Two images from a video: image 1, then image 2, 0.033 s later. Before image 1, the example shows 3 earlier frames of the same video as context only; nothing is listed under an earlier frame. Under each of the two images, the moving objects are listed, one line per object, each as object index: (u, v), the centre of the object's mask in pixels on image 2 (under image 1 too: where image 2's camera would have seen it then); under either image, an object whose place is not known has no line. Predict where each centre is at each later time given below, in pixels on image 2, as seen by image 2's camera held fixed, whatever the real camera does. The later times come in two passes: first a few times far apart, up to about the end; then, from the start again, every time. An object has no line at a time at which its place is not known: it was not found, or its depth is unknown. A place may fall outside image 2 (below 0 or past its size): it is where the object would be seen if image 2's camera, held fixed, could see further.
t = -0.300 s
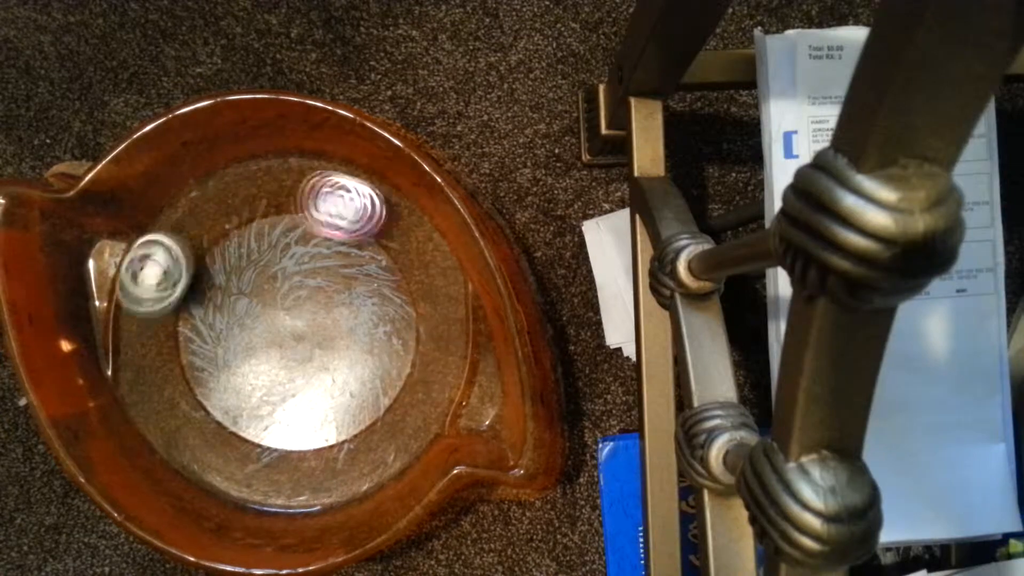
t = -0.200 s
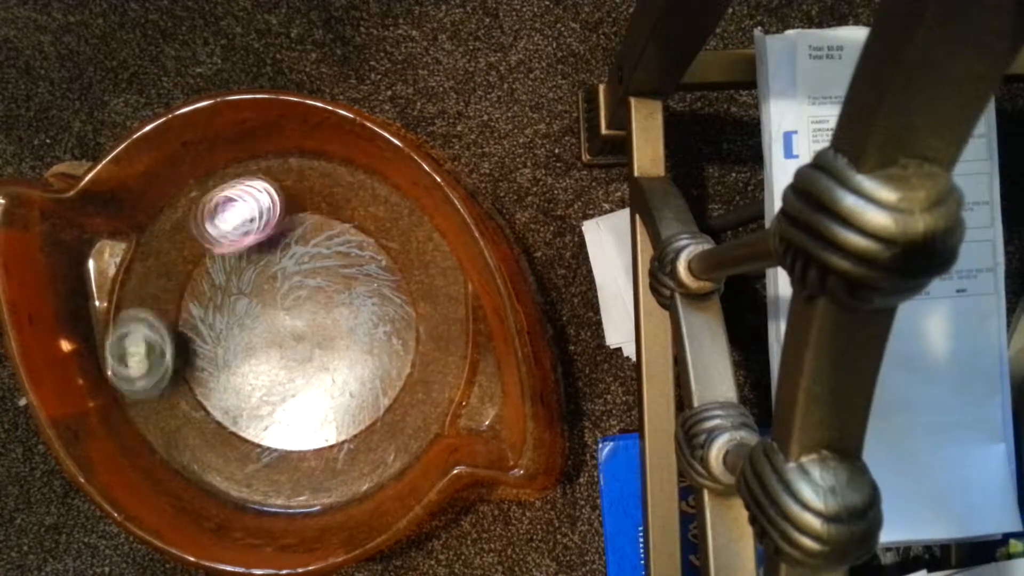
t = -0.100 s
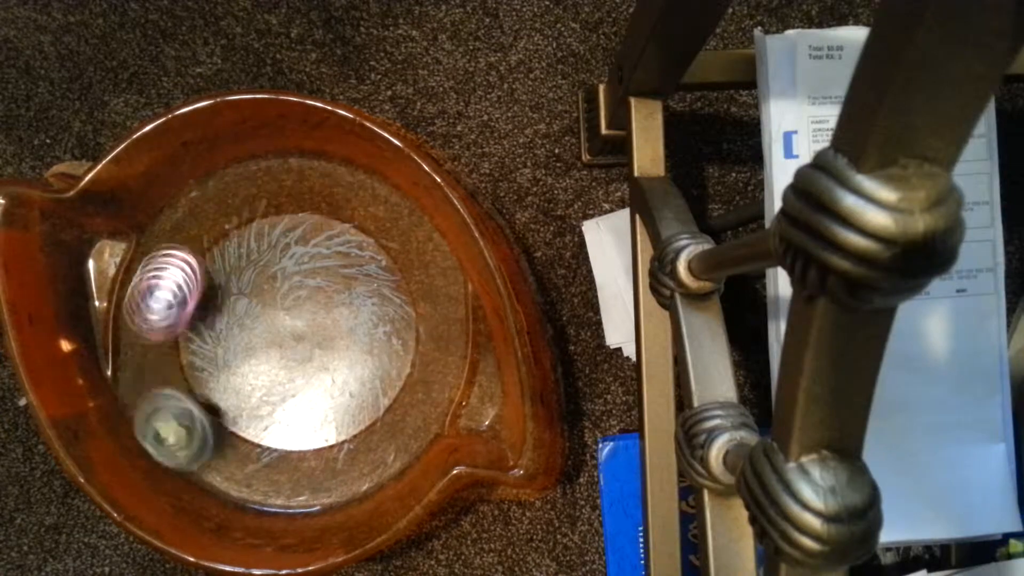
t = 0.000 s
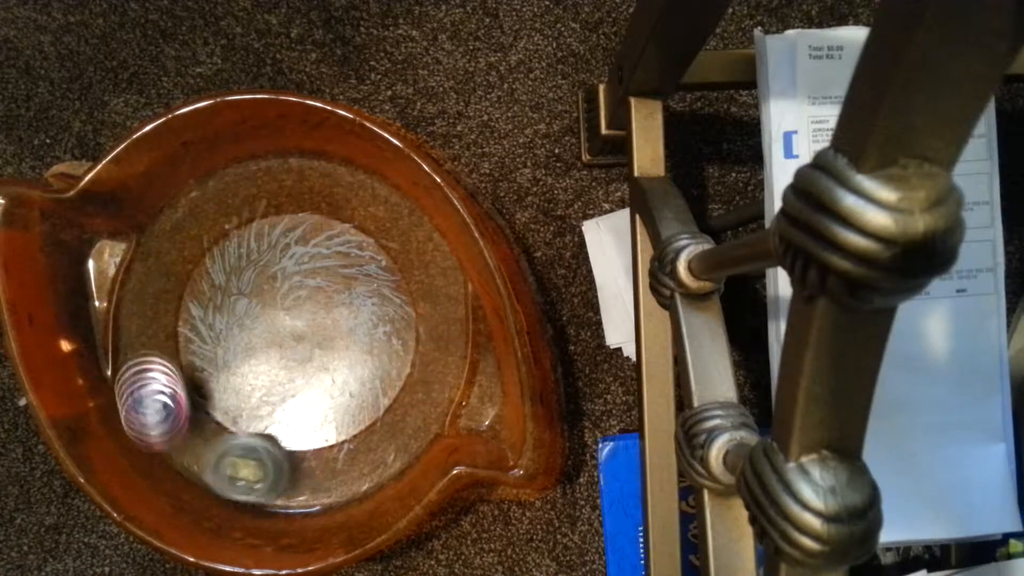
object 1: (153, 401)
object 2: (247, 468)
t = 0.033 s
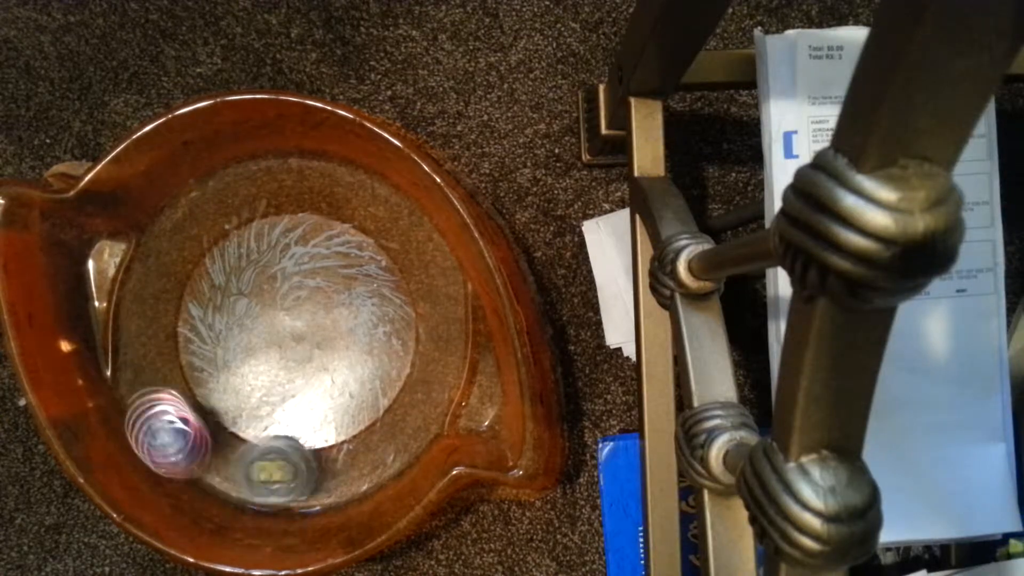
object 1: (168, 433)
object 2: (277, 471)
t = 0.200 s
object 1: (327, 473)
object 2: (391, 409)
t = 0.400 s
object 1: (415, 326)
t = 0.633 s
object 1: (274, 219)
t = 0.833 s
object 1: (177, 331)
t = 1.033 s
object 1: (232, 344)
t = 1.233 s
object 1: (283, 288)
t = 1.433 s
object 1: (264, 234)
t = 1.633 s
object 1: (241, 262)
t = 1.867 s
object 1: (302, 319)
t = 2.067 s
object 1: (336, 274)
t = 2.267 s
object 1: (283, 245)
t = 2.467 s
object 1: (250, 318)
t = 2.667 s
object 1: (214, 379)
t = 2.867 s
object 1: (276, 424)
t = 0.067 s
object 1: (193, 456)
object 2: (302, 469)
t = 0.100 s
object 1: (224, 473)
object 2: (331, 461)
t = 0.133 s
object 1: (256, 481)
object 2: (351, 451)
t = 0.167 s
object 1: (292, 481)
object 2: (372, 432)
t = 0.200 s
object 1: (327, 473)
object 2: (391, 409)
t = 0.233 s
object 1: (354, 459)
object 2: (402, 387)
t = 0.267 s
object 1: (379, 436)
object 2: (412, 359)
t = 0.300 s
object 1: (397, 407)
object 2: (416, 331)
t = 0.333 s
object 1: (410, 377)
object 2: (415, 302)
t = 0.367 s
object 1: (417, 347)
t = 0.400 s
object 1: (415, 326)
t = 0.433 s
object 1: (410, 305)
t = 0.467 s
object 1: (400, 283)
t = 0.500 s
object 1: (382, 258)
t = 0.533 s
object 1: (358, 239)
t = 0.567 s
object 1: (330, 225)
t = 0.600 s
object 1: (302, 218)
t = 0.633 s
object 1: (274, 219)
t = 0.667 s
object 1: (246, 227)
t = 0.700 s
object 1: (221, 242)
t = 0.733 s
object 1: (197, 264)
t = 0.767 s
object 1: (178, 288)
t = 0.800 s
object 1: (170, 319)
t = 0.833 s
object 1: (177, 331)
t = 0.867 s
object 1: (186, 335)
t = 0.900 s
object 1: (194, 339)
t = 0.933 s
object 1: (202, 343)
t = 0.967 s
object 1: (211, 346)
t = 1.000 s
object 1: (220, 347)
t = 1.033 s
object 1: (232, 344)
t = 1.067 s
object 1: (243, 339)
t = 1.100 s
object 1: (254, 333)
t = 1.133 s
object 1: (263, 324)
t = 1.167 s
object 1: (273, 312)
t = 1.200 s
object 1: (278, 302)
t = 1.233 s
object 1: (283, 288)
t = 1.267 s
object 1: (285, 275)
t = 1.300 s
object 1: (284, 265)
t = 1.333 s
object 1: (281, 252)
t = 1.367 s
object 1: (277, 245)
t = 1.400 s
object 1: (271, 238)
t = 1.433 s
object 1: (264, 234)
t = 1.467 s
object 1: (258, 232)
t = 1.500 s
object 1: (252, 234)
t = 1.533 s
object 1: (248, 237)
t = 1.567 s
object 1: (245, 243)
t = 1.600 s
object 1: (242, 252)
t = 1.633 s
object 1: (241, 262)
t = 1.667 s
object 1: (242, 274)
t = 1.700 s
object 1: (246, 286)
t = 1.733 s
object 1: (252, 296)
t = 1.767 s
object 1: (260, 305)
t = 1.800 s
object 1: (273, 312)
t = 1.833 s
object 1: (288, 317)
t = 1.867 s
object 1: (302, 319)
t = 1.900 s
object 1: (315, 321)
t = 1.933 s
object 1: (330, 320)
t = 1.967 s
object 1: (339, 309)
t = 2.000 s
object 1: (340, 297)
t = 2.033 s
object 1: (340, 284)
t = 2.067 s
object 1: (336, 274)
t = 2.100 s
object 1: (329, 264)
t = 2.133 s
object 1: (321, 253)
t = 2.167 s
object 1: (312, 246)
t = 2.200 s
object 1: (302, 243)
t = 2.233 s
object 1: (293, 242)
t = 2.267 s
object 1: (283, 245)
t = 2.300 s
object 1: (273, 251)
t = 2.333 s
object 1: (263, 262)
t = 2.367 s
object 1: (256, 273)
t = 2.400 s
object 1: (250, 287)
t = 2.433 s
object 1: (248, 301)
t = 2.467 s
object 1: (250, 318)
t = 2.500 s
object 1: (253, 330)
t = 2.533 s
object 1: (237, 334)
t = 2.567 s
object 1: (226, 341)
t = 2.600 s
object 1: (217, 353)
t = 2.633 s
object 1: (214, 365)
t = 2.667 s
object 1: (214, 379)
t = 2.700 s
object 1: (219, 393)
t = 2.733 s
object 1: (227, 405)
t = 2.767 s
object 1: (237, 414)
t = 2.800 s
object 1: (251, 421)
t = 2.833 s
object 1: (263, 423)
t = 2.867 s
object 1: (276, 424)
